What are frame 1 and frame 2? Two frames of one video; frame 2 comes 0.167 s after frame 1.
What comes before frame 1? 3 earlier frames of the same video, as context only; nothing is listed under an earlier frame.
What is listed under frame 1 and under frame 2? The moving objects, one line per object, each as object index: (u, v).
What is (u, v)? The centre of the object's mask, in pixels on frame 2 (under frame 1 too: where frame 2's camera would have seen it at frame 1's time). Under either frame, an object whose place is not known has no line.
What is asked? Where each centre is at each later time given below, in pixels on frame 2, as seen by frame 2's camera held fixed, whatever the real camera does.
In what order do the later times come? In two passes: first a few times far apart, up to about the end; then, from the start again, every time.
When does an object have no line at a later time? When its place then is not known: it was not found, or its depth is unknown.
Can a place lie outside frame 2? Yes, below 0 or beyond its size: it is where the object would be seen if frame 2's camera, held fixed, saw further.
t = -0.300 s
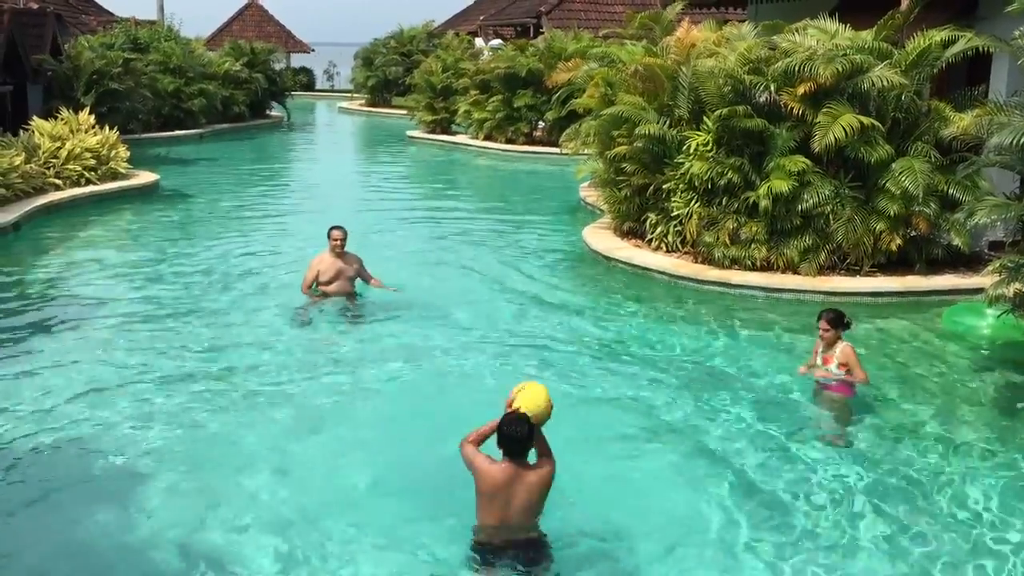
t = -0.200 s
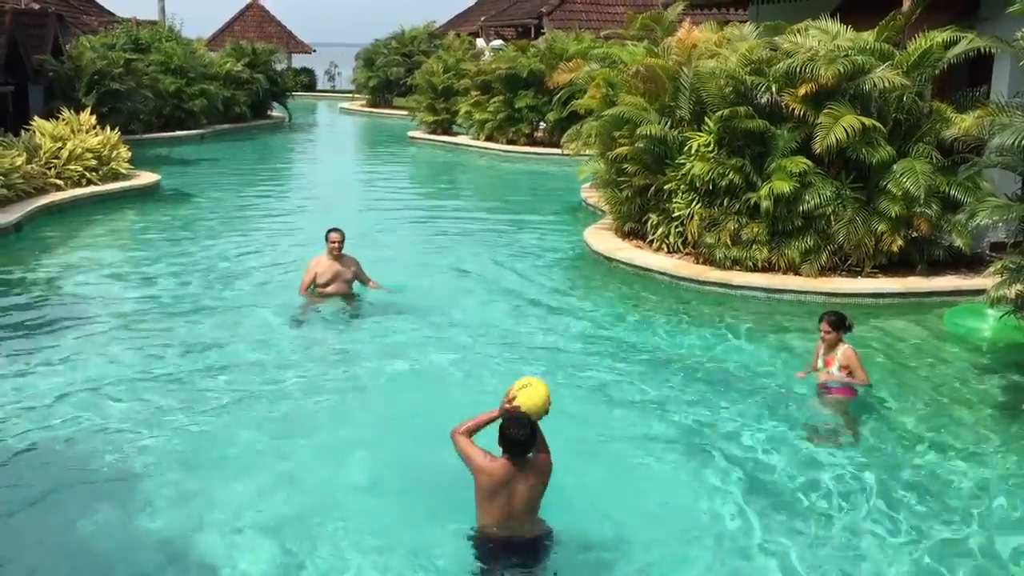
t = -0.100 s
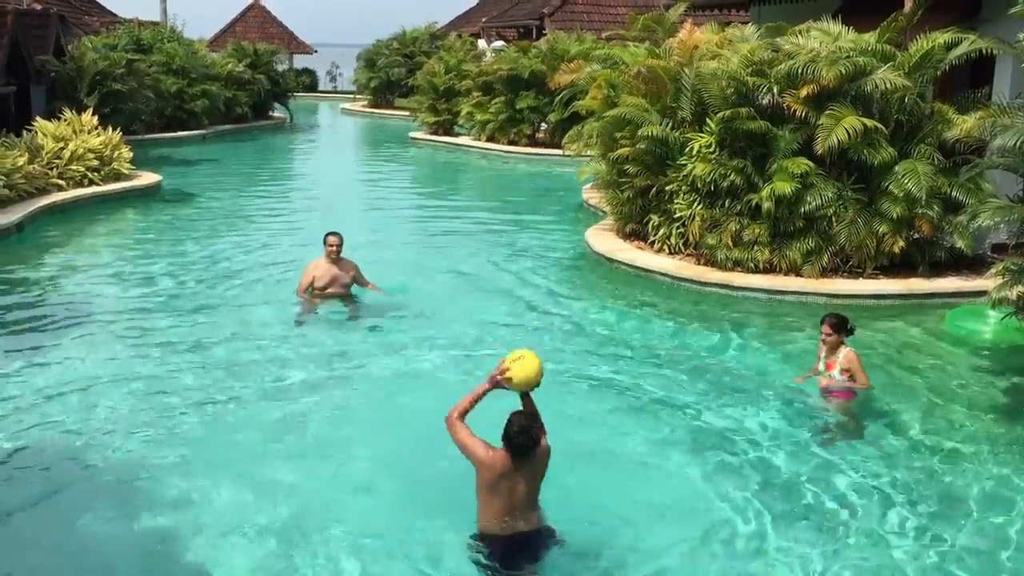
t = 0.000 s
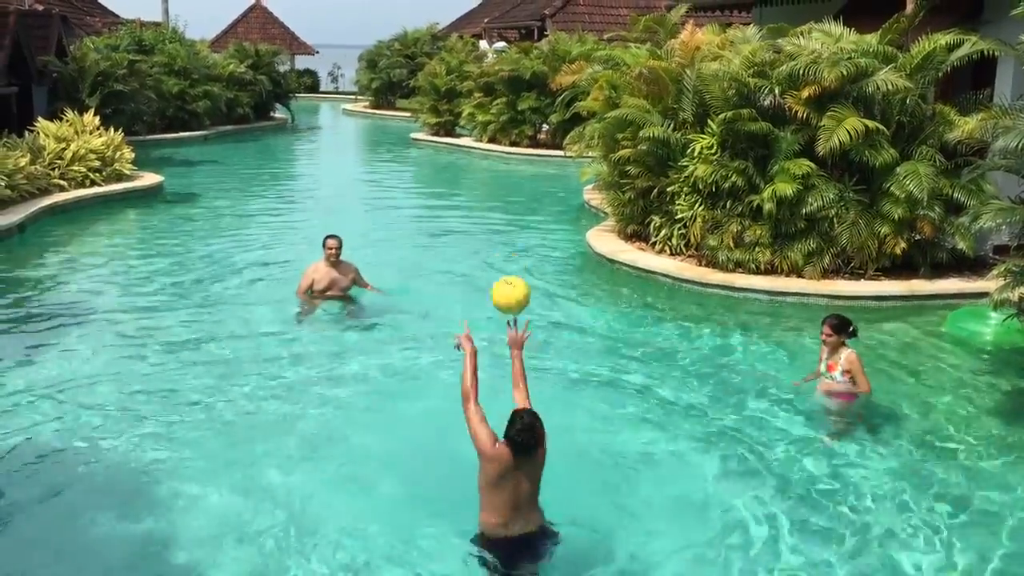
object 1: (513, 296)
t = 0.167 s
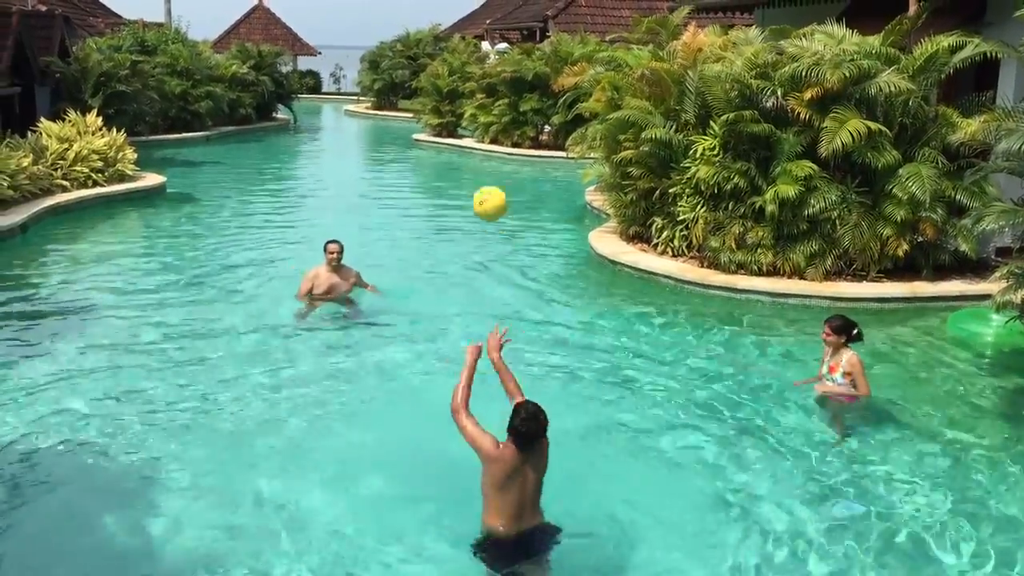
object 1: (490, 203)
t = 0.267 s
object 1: (478, 176)
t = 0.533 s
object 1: (452, 182)
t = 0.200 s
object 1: (486, 192)
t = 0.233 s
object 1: (482, 184)
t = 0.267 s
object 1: (478, 176)
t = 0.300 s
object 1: (474, 172)
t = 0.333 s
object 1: (471, 169)
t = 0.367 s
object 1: (467, 168)
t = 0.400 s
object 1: (464, 168)
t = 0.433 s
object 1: (460, 169)
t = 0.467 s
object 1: (457, 171)
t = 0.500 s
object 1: (455, 176)
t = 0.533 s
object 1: (452, 182)
